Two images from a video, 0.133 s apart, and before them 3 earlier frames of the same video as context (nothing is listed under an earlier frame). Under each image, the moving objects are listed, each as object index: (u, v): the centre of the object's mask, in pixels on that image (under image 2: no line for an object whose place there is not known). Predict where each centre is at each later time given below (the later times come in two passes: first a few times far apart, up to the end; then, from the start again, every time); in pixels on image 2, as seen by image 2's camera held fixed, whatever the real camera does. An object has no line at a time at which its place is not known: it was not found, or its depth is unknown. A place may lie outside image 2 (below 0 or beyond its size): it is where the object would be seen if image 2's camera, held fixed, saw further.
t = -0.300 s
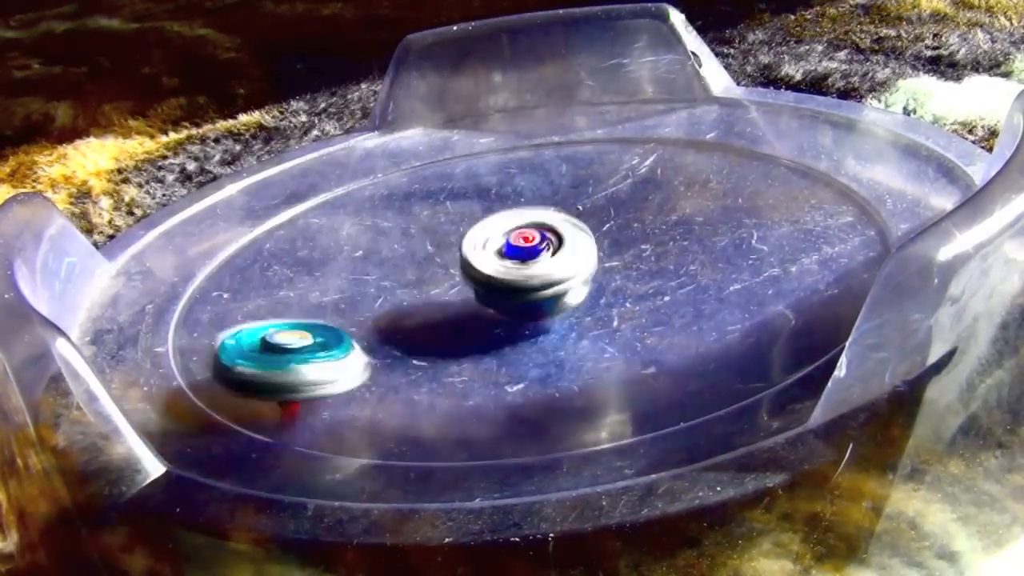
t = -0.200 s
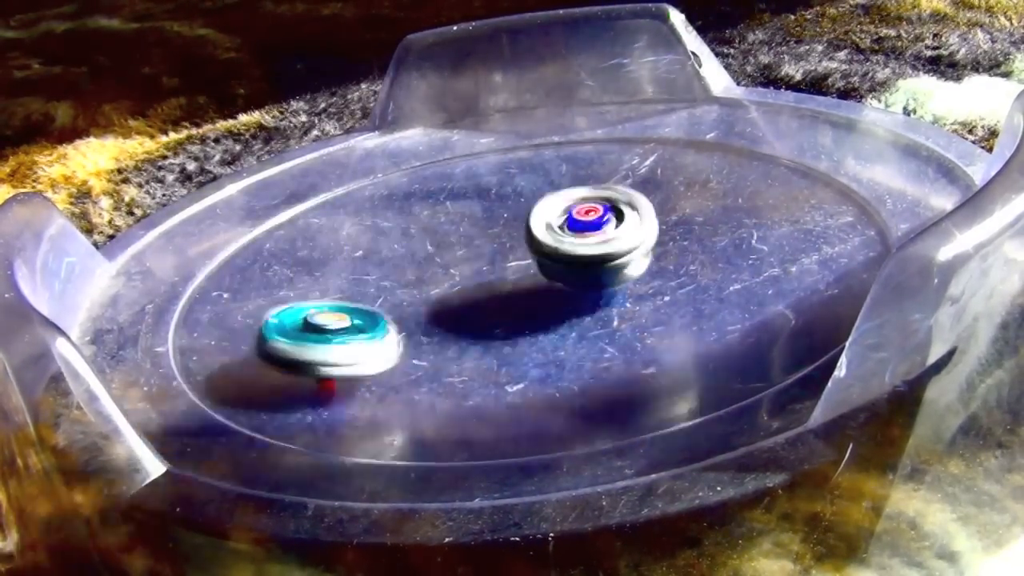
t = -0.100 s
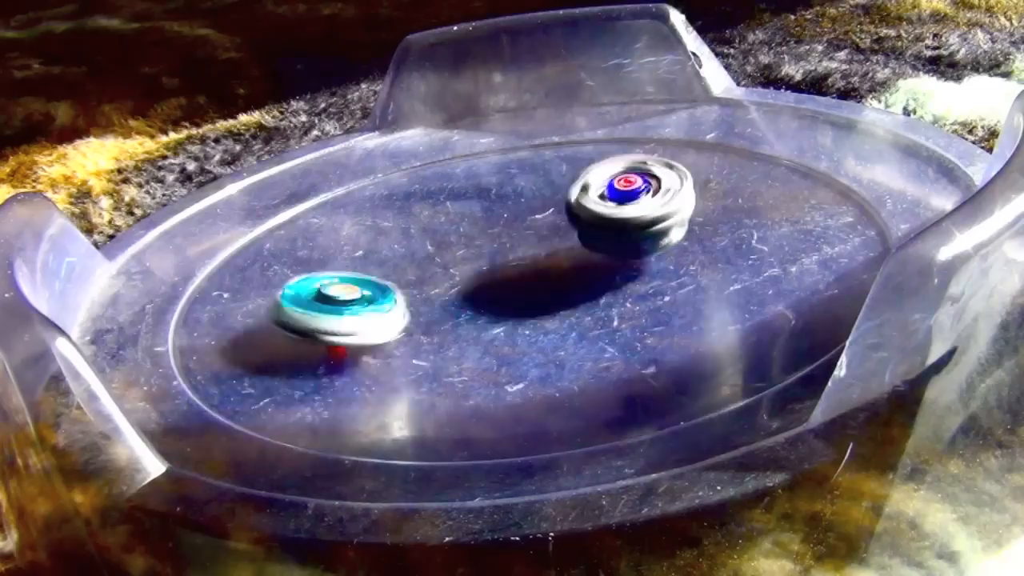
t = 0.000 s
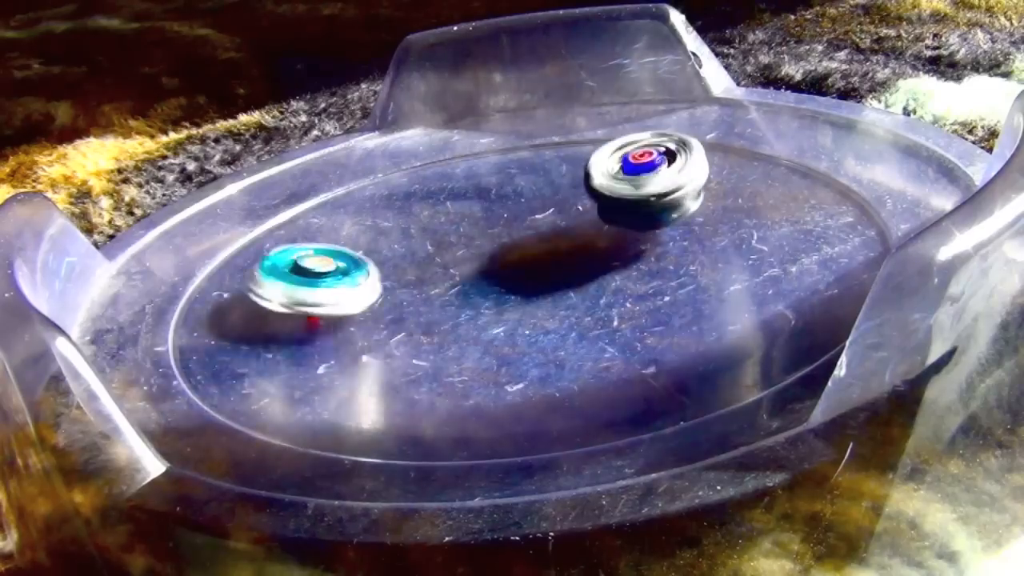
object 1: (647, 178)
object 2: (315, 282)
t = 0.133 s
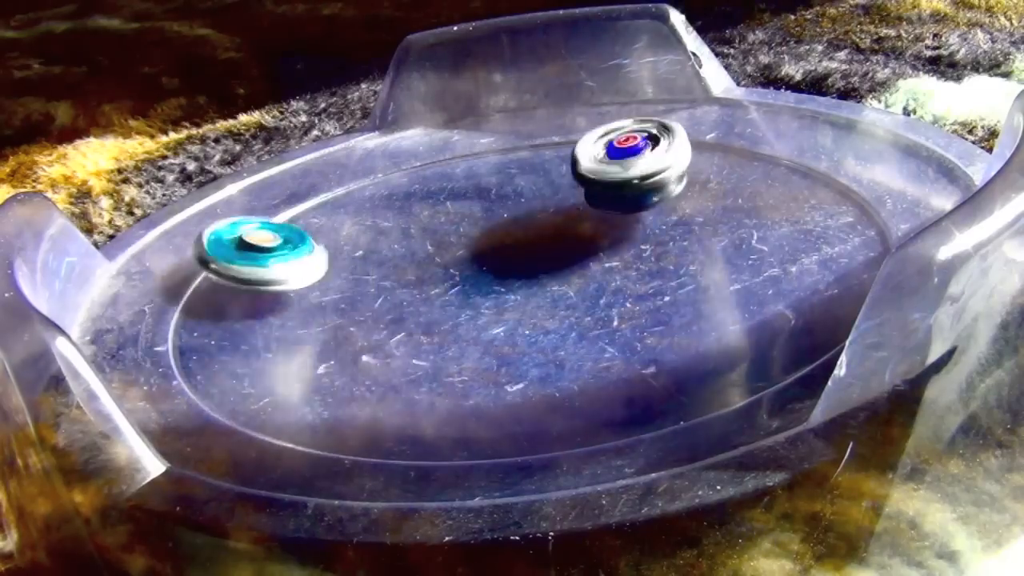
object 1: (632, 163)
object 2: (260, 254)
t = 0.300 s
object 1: (583, 180)
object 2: (228, 228)
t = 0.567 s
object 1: (518, 259)
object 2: (300, 210)
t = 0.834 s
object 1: (554, 301)
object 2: (412, 201)
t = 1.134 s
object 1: (562, 285)
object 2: (491, 144)
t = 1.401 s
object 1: (468, 254)
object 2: (538, 126)
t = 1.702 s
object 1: (394, 246)
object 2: (590, 190)
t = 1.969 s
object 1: (445, 245)
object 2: (715, 175)
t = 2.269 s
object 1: (485, 203)
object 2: (666, 221)
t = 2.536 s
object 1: (360, 230)
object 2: (680, 302)
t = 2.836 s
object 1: (462, 280)
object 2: (727, 301)
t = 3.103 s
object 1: (559, 220)
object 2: (544, 319)
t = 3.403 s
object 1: (512, 182)
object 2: (313, 330)
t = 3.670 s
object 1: (483, 221)
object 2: (190, 322)
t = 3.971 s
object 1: (564, 267)
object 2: (257, 283)
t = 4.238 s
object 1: (619, 257)
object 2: (363, 235)
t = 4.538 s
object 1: (542, 249)
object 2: (430, 172)
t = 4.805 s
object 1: (441, 261)
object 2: (498, 136)
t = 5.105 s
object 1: (437, 266)
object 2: (583, 120)
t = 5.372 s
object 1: (508, 242)
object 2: (634, 148)
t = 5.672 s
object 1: (454, 217)
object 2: (650, 222)
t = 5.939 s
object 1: (376, 261)
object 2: (643, 298)
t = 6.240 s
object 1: (476, 287)
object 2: (658, 339)
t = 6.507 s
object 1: (595, 243)
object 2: (557, 328)
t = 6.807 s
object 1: (591, 197)
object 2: (387, 308)
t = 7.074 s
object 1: (512, 220)
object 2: (280, 284)
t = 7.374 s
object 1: (465, 275)
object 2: (335, 265)
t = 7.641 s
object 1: (518, 288)
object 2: (440, 220)
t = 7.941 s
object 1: (552, 245)
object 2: (516, 166)
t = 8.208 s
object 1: (507, 218)
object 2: (559, 153)
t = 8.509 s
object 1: (438, 257)
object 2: (624, 202)
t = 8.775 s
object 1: (485, 285)
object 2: (692, 232)
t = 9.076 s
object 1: (574, 249)
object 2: (718, 262)
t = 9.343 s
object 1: (555, 216)
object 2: (619, 298)
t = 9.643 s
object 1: (493, 224)
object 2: (476, 326)
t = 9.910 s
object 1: (477, 260)
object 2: (380, 325)
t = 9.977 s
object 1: (486, 268)
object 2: (368, 321)
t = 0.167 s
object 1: (624, 164)
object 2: (249, 249)
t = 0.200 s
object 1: (616, 166)
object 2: (241, 242)
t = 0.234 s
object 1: (605, 169)
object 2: (235, 238)
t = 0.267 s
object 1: (594, 174)
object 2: (229, 232)
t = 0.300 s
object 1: (583, 180)
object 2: (228, 228)
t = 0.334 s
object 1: (571, 188)
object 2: (235, 228)
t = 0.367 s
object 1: (558, 197)
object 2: (242, 227)
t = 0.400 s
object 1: (548, 208)
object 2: (250, 222)
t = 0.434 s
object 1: (540, 218)
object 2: (258, 219)
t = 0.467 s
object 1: (532, 230)
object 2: (267, 216)
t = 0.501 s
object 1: (525, 239)
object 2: (277, 214)
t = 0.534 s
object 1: (520, 249)
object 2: (287, 210)
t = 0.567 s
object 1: (518, 259)
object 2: (300, 210)
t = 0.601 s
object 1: (519, 267)
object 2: (312, 207)
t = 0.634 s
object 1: (518, 276)
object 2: (326, 205)
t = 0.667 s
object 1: (522, 282)
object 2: (338, 204)
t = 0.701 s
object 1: (527, 289)
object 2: (349, 203)
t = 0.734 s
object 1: (534, 293)
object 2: (363, 204)
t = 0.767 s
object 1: (540, 298)
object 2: (377, 205)
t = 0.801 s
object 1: (547, 300)
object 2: (394, 204)
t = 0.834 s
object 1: (554, 301)
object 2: (412, 201)
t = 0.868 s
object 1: (559, 302)
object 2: (428, 195)
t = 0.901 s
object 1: (565, 301)
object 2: (443, 190)
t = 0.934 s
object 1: (567, 300)
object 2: (454, 183)
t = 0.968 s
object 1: (569, 298)
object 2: (464, 175)
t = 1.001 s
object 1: (571, 297)
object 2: (469, 167)
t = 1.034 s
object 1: (571, 295)
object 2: (473, 161)
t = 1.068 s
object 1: (570, 292)
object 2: (477, 154)
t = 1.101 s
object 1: (567, 289)
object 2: (483, 149)
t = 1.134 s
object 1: (562, 285)
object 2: (491, 144)
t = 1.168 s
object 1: (557, 281)
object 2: (499, 139)
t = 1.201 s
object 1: (548, 276)
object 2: (507, 136)
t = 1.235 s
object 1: (539, 272)
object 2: (515, 130)
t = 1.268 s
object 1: (526, 268)
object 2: (524, 127)
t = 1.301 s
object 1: (512, 264)
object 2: (530, 124)
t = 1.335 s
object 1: (498, 260)
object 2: (536, 122)
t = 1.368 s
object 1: (483, 257)
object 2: (537, 122)
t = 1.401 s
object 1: (468, 254)
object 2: (538, 126)
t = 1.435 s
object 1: (454, 253)
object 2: (542, 129)
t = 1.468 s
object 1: (440, 251)
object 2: (546, 134)
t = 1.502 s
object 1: (428, 248)
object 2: (551, 140)
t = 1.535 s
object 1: (417, 248)
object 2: (555, 147)
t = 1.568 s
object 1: (409, 247)
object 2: (557, 155)
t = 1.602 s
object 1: (403, 246)
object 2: (559, 165)
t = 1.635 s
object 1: (397, 246)
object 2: (567, 175)
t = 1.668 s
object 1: (394, 246)
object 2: (577, 182)
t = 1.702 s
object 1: (394, 246)
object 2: (590, 190)
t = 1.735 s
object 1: (394, 247)
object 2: (605, 193)
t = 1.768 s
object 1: (395, 247)
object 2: (622, 197)
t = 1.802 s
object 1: (399, 247)
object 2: (641, 196)
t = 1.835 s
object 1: (404, 248)
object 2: (658, 195)
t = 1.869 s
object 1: (411, 247)
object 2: (675, 191)
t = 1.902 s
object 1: (420, 246)
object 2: (691, 186)
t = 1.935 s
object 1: (432, 245)
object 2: (704, 182)
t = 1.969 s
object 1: (445, 245)
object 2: (715, 175)
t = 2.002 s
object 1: (458, 242)
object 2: (720, 171)
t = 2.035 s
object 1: (473, 240)
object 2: (719, 164)
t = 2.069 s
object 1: (485, 237)
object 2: (709, 168)
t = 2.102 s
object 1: (499, 232)
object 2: (695, 170)
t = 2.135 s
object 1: (511, 229)
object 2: (680, 180)
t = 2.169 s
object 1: (522, 223)
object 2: (665, 189)
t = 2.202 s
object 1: (532, 218)
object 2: (656, 202)
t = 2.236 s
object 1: (509, 201)
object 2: (661, 208)
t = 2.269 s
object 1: (485, 203)
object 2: (666, 221)
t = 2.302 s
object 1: (461, 203)
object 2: (666, 237)
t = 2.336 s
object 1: (439, 201)
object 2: (663, 252)
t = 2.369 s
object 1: (423, 202)
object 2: (662, 263)
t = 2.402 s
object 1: (407, 206)
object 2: (664, 271)
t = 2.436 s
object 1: (392, 210)
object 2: (666, 282)
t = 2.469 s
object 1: (379, 216)
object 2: (668, 290)
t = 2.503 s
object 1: (368, 222)
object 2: (673, 296)
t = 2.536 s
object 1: (360, 230)
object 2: (680, 302)
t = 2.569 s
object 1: (357, 238)
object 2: (683, 309)
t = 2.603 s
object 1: (358, 245)
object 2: (691, 312)
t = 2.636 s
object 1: (363, 254)
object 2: (702, 314)
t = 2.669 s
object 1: (372, 262)
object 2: (716, 315)
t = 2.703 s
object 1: (384, 268)
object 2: (724, 316)
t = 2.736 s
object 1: (400, 273)
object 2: (733, 314)
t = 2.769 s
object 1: (418, 277)
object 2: (740, 309)
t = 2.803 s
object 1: (439, 279)
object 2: (740, 304)
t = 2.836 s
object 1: (462, 280)
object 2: (727, 301)
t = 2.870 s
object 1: (485, 280)
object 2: (704, 302)
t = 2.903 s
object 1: (507, 277)
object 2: (679, 303)
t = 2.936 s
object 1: (529, 273)
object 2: (655, 305)
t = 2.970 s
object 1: (541, 258)
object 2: (640, 305)
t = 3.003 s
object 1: (550, 248)
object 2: (623, 311)
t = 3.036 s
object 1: (557, 238)
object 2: (602, 313)
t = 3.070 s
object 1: (559, 229)
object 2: (573, 316)
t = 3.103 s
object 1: (559, 220)
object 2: (544, 319)
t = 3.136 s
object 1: (557, 212)
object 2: (514, 322)
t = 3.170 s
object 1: (555, 205)
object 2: (487, 324)
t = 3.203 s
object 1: (551, 198)
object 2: (460, 324)
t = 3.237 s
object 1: (546, 192)
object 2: (434, 326)
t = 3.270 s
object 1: (540, 188)
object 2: (409, 327)
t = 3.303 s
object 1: (533, 185)
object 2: (384, 328)
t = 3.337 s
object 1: (526, 183)
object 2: (359, 329)
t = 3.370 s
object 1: (519, 181)
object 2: (335, 330)
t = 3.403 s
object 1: (512, 182)
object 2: (313, 330)
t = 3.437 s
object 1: (504, 183)
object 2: (293, 330)
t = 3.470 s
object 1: (498, 186)
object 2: (276, 330)
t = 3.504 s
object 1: (492, 189)
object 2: (259, 330)
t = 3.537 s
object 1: (487, 194)
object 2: (243, 329)
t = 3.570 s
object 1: (484, 200)
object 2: (226, 328)
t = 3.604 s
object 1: (482, 206)
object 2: (211, 327)
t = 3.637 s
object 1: (482, 213)
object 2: (199, 324)
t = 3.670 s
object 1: (483, 221)
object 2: (190, 322)
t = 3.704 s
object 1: (487, 229)
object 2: (182, 318)
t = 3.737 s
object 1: (491, 236)
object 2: (187, 319)
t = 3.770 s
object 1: (497, 243)
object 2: (195, 316)
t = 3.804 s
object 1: (506, 250)
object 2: (203, 309)
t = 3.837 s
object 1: (516, 255)
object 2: (211, 303)
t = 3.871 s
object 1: (527, 260)
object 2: (221, 298)
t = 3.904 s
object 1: (539, 264)
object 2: (232, 293)
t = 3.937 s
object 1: (552, 266)
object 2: (244, 287)
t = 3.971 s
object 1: (564, 267)
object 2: (257, 283)
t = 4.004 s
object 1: (576, 267)
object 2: (271, 279)
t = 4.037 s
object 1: (587, 267)
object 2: (286, 275)
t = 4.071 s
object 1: (596, 266)
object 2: (301, 269)
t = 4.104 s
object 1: (605, 264)
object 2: (314, 263)
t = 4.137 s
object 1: (612, 263)
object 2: (328, 256)
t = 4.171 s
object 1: (617, 261)
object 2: (340, 249)
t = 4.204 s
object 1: (619, 259)
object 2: (352, 242)
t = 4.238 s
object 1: (619, 257)
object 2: (363, 235)
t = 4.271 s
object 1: (618, 256)
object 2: (373, 227)
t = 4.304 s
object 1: (615, 255)
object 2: (381, 220)
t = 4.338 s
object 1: (611, 252)
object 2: (391, 212)
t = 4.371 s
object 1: (604, 251)
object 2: (398, 205)
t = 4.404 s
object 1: (594, 250)
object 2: (405, 198)
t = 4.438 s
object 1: (583, 250)
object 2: (412, 191)
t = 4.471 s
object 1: (570, 249)
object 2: (418, 184)
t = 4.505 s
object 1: (556, 249)
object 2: (424, 178)
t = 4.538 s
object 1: (542, 249)
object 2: (430, 172)
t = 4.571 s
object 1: (527, 250)
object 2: (436, 166)
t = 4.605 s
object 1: (513, 252)
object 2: (443, 161)
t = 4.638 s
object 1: (499, 253)
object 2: (451, 156)
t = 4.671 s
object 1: (486, 254)
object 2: (460, 151)
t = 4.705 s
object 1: (473, 255)
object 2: (469, 147)
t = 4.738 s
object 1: (461, 257)
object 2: (478, 143)
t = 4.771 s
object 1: (450, 259)
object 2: (488, 139)
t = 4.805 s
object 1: (441, 261)
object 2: (498, 136)
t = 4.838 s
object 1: (434, 262)
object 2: (508, 133)
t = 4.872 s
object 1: (428, 264)
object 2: (518, 130)
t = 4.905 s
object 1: (424, 265)
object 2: (527, 127)
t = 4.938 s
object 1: (423, 266)
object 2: (537, 125)
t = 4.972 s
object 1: (424, 266)
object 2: (547, 123)
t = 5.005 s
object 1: (425, 267)
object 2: (556, 121)
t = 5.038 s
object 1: (428, 267)
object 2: (566, 120)
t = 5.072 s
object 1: (432, 267)
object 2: (575, 120)
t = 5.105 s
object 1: (437, 266)
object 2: (583, 120)
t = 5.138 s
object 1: (444, 265)
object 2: (591, 121)
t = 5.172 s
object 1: (452, 263)
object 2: (600, 123)
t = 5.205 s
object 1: (461, 261)
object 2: (607, 126)
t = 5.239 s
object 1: (469, 258)
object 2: (614, 129)
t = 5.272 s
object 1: (479, 255)
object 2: (621, 133)
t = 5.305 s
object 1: (489, 251)
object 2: (626, 138)
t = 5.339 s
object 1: (499, 247)
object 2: (630, 143)
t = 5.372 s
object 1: (508, 242)
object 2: (634, 148)
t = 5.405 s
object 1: (515, 238)
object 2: (635, 155)
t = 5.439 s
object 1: (522, 232)
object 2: (636, 163)
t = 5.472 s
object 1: (528, 227)
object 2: (638, 171)
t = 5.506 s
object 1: (532, 223)
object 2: (643, 178)
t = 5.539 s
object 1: (536, 219)
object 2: (648, 185)
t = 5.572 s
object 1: (519, 207)
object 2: (652, 192)
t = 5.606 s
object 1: (499, 208)
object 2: (657, 201)
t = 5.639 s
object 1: (473, 215)
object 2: (655, 213)
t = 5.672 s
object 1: (454, 217)
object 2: (650, 222)
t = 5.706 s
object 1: (440, 221)
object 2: (648, 233)
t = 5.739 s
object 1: (426, 226)
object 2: (647, 243)
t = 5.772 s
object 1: (414, 231)
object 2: (644, 254)
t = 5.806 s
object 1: (402, 237)
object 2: (642, 264)
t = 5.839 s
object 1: (391, 243)
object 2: (642, 274)
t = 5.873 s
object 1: (384, 250)
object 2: (642, 284)
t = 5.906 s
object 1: (379, 255)
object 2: (643, 291)
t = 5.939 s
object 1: (376, 261)
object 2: (643, 298)
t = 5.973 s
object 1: (377, 267)
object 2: (642, 306)
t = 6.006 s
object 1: (380, 272)
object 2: (642, 313)
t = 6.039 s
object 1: (386, 278)
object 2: (644, 319)
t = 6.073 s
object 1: (394, 284)
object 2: (646, 324)
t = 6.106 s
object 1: (408, 286)
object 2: (649, 327)
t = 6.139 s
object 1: (422, 288)
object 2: (649, 332)
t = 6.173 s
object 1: (438, 289)
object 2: (649, 336)
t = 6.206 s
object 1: (456, 289)
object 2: (652, 340)
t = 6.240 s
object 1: (476, 287)
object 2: (658, 339)
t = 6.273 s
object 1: (494, 285)
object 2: (657, 338)
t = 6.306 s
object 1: (514, 282)
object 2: (650, 336)
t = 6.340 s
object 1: (532, 277)
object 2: (640, 334)
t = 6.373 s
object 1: (545, 269)
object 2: (628, 333)
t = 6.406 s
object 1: (560, 260)
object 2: (613, 332)
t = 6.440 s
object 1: (573, 253)
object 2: (593, 330)
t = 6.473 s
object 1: (585, 248)
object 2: (574, 330)
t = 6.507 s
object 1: (595, 243)
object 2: (557, 328)
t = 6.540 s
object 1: (603, 238)
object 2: (538, 326)
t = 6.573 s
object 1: (607, 231)
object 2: (516, 324)
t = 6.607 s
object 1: (611, 222)
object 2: (495, 323)
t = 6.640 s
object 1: (612, 215)
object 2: (476, 322)
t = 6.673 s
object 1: (611, 211)
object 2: (460, 319)
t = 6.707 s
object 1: (609, 207)
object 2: (439, 316)
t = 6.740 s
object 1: (605, 202)
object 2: (420, 314)
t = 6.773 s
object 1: (598, 199)
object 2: (403, 312)
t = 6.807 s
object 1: (591, 197)
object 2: (387, 308)
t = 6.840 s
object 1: (582, 197)
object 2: (370, 305)
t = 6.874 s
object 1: (573, 198)
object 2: (353, 302)
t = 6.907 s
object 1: (564, 200)
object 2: (339, 299)
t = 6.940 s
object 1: (553, 201)
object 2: (326, 296)
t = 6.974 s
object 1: (542, 204)
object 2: (312, 292)
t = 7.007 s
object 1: (531, 208)
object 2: (300, 289)
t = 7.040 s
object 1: (520, 213)
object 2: (289, 286)
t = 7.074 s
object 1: (512, 220)
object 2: (280, 284)
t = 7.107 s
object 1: (502, 225)
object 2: (272, 282)
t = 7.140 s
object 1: (491, 231)
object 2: (269, 280)
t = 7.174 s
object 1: (483, 238)
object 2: (269, 279)
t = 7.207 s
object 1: (476, 244)
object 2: (275, 278)
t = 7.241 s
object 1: (470, 251)
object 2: (284, 276)
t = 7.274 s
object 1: (468, 258)
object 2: (295, 274)
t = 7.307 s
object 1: (464, 264)
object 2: (308, 273)
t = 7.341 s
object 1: (463, 269)
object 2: (322, 269)
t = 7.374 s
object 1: (465, 275)
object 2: (335, 265)
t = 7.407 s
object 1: (466, 281)
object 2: (348, 261)
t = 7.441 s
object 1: (472, 284)
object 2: (360, 255)
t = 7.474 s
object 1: (477, 287)
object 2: (375, 249)
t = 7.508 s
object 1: (485, 290)
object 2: (389, 243)
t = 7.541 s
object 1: (492, 290)
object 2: (401, 235)
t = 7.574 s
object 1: (501, 291)
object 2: (415, 232)
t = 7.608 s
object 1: (511, 290)
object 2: (430, 227)
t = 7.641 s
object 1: (518, 288)
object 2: (440, 220)
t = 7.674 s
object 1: (526, 285)
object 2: (451, 213)
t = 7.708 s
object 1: (534, 281)
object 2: (463, 207)
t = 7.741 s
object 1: (541, 279)
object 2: (472, 201)
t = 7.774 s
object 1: (547, 273)
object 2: (481, 195)
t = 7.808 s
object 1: (551, 267)
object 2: (490, 190)
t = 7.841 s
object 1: (554, 262)
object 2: (497, 182)
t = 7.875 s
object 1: (554, 257)
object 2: (504, 176)
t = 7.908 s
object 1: (555, 251)
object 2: (511, 172)
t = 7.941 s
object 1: (552, 245)
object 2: (516, 166)
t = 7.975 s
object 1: (549, 240)
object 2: (521, 161)
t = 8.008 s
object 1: (545, 235)
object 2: (528, 156)
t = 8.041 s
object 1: (540, 232)
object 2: (532, 154)
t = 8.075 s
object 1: (534, 227)
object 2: (535, 152)
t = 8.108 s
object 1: (528, 223)
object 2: (541, 149)
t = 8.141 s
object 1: (521, 220)
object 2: (545, 149)
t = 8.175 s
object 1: (513, 219)
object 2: (551, 153)
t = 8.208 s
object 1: (507, 218)
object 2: (559, 153)
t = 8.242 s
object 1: (501, 216)
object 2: (562, 160)
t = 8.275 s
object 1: (496, 215)
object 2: (570, 165)
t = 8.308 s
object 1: (481, 221)
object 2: (576, 169)
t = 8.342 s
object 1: (470, 230)
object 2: (581, 177)
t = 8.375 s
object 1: (459, 235)
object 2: (589, 181)
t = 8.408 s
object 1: (451, 241)
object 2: (597, 188)
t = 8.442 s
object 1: (445, 246)
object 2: (606, 192)
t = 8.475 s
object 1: (442, 252)
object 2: (614, 196)
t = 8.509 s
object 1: (438, 257)
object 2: (624, 202)
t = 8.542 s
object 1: (437, 263)
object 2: (632, 205)
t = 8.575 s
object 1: (438, 268)
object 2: (641, 210)
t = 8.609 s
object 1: (442, 274)
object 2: (651, 214)
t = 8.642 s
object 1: (446, 277)
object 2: (658, 217)
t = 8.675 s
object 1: (453, 280)
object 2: (668, 222)
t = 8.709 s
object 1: (462, 283)
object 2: (676, 225)
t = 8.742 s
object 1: (474, 285)
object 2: (684, 229)
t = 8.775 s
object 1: (485, 285)
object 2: (692, 232)
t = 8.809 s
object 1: (498, 284)
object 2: (698, 235)
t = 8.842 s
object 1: (511, 283)
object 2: (707, 238)
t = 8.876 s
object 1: (525, 281)
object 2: (710, 242)
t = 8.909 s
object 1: (535, 277)
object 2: (715, 247)
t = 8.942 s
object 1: (547, 272)
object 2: (719, 248)
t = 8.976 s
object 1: (555, 268)
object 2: (721, 253)
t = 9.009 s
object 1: (564, 261)
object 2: (723, 254)
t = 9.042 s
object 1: (569, 255)
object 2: (720, 259)
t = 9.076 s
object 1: (574, 249)
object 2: (718, 262)
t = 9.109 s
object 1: (577, 245)
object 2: (708, 267)
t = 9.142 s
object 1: (577, 238)
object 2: (702, 271)
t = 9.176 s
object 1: (576, 233)
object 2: (690, 276)
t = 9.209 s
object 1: (573, 229)
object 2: (677, 281)
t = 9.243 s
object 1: (571, 226)
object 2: (664, 284)
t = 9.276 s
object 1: (566, 221)
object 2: (650, 290)
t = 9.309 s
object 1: (560, 218)
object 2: (635, 294)
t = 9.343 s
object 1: (555, 216)
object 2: (619, 298)
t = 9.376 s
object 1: (548, 214)
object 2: (605, 302)
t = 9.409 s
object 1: (540, 213)
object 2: (586, 307)
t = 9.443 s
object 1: (533, 213)
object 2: (572, 310)
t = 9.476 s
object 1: (528, 215)
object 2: (552, 314)
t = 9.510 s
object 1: (520, 214)
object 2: (539, 316)
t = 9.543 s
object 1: (513, 216)
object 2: (520, 319)
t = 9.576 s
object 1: (506, 219)
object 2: (507, 321)
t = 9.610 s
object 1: (499, 221)
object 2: (490, 324)
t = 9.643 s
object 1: (493, 224)
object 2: (476, 326)
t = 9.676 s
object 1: (486, 228)
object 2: (461, 326)
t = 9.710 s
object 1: (483, 232)
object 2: (447, 328)
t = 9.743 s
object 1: (478, 235)
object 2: (434, 327)
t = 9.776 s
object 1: (476, 240)
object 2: (420, 328)
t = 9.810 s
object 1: (474, 245)
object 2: (409, 327)
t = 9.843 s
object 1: (473, 249)
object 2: (399, 327)
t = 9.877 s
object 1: (475, 254)
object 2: (389, 325)
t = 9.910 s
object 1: (477, 260)
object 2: (380, 325)
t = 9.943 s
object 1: (482, 265)
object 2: (374, 323)
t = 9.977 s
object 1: (486, 268)
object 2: (368, 321)
